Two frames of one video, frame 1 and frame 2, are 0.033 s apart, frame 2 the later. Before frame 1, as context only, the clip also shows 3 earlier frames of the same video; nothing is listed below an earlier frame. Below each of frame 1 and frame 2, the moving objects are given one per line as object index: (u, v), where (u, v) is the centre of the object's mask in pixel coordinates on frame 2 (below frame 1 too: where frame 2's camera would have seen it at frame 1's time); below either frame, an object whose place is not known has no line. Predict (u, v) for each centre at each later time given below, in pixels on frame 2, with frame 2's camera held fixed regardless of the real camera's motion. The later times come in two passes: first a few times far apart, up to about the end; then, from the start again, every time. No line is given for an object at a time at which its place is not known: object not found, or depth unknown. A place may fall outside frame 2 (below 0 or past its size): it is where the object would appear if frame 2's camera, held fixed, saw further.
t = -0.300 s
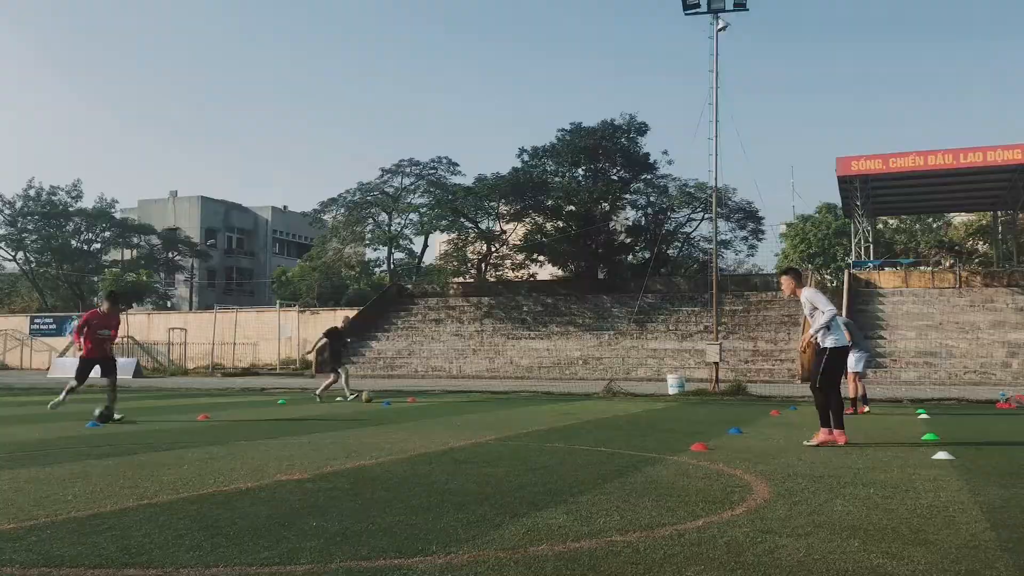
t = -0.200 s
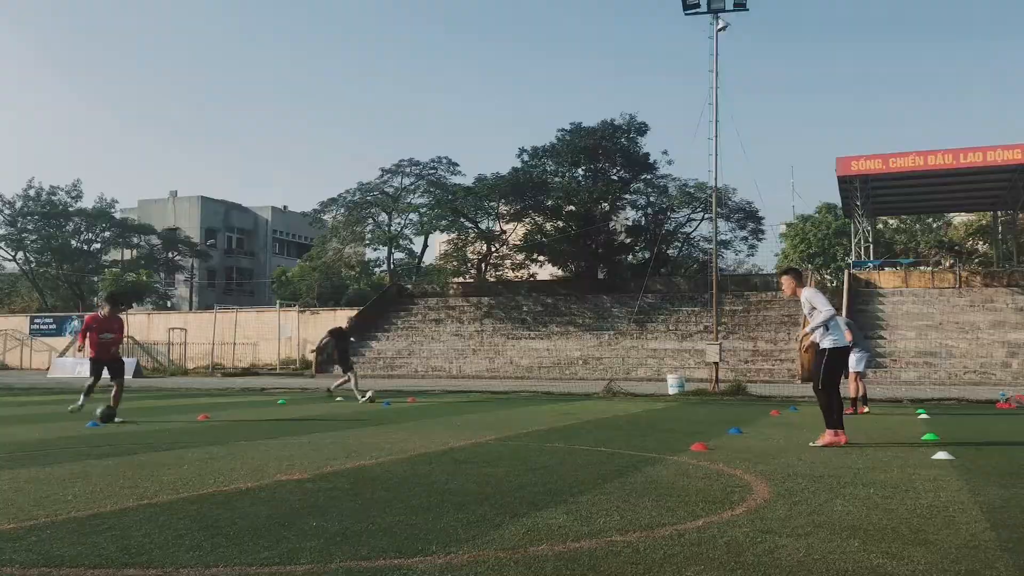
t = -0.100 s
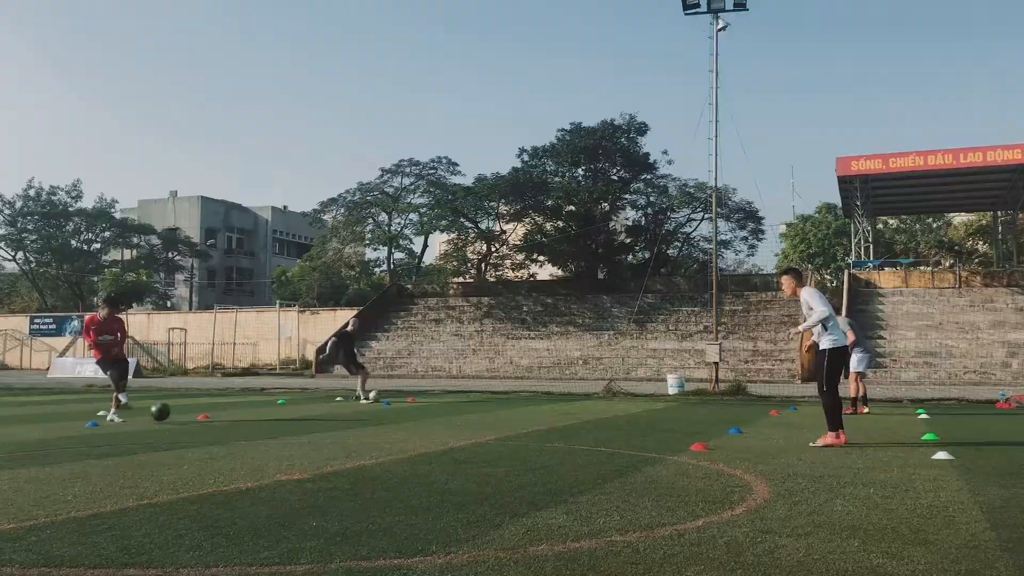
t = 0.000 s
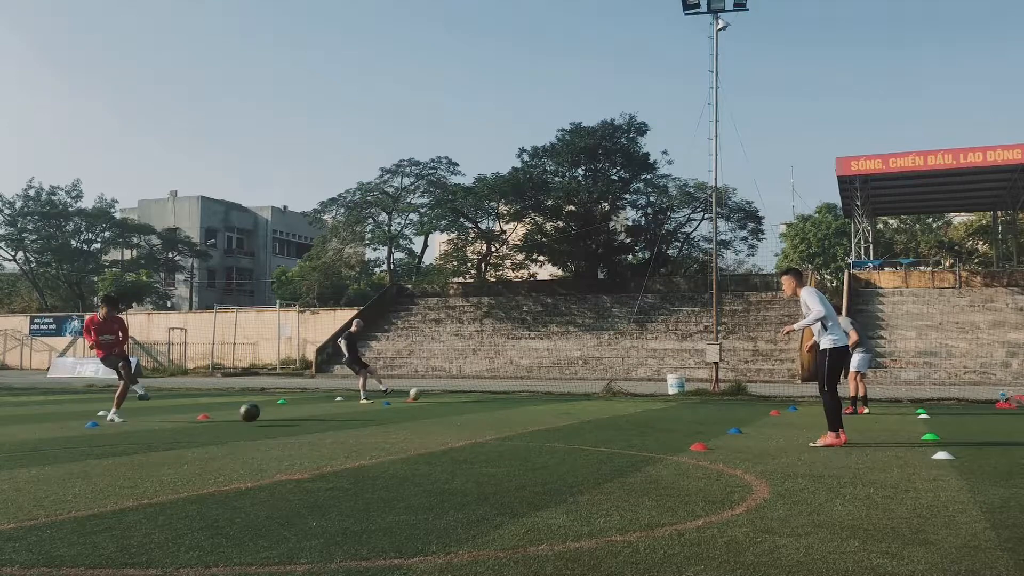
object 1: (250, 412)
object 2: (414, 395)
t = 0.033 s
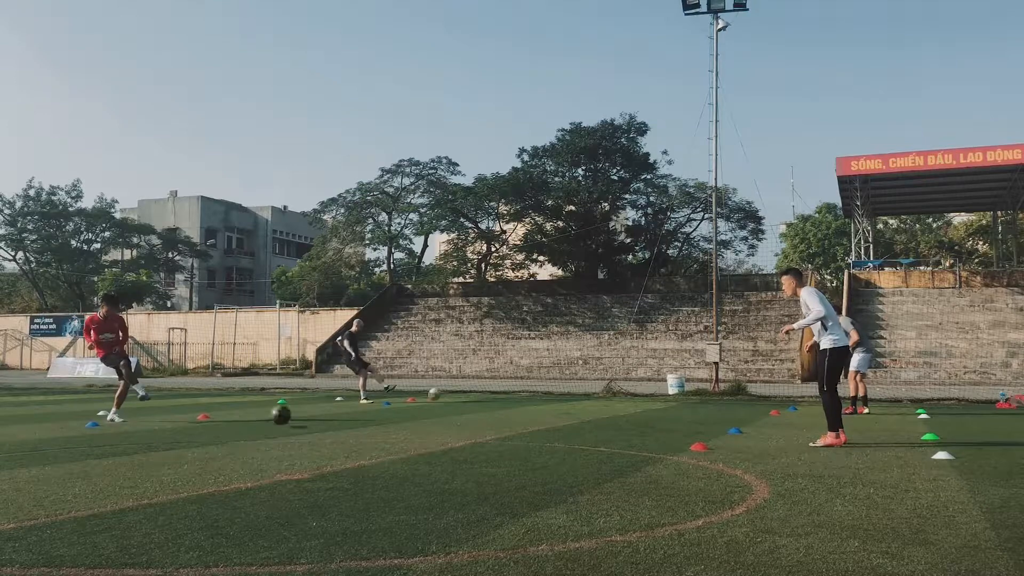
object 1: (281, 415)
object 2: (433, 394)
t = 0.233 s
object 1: (455, 419)
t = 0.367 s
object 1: (563, 421)
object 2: (620, 399)
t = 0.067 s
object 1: (313, 418)
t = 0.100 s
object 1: (340, 417)
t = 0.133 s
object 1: (369, 418)
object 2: (491, 396)
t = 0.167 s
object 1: (400, 419)
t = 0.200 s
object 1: (428, 419)
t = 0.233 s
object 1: (455, 419)
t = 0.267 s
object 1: (483, 420)
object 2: (565, 396)
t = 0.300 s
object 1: (510, 421)
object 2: (585, 398)
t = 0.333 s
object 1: (537, 421)
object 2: (602, 400)
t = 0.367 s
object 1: (563, 421)
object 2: (620, 399)
